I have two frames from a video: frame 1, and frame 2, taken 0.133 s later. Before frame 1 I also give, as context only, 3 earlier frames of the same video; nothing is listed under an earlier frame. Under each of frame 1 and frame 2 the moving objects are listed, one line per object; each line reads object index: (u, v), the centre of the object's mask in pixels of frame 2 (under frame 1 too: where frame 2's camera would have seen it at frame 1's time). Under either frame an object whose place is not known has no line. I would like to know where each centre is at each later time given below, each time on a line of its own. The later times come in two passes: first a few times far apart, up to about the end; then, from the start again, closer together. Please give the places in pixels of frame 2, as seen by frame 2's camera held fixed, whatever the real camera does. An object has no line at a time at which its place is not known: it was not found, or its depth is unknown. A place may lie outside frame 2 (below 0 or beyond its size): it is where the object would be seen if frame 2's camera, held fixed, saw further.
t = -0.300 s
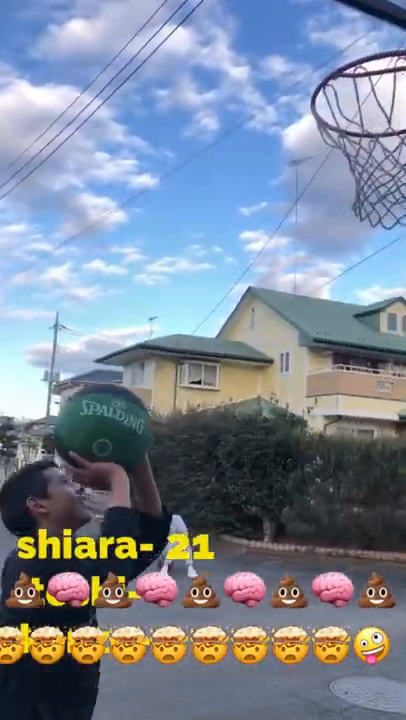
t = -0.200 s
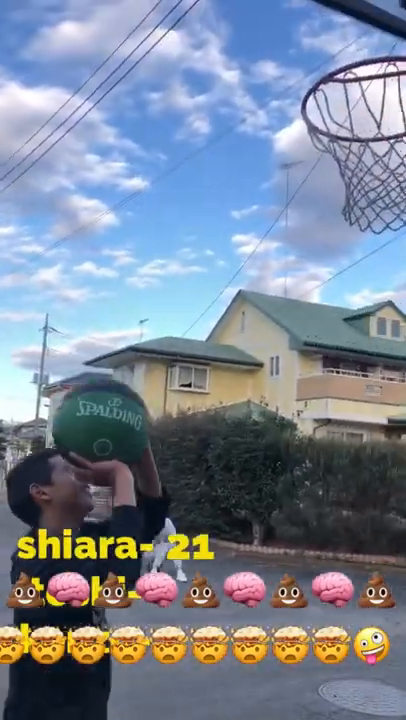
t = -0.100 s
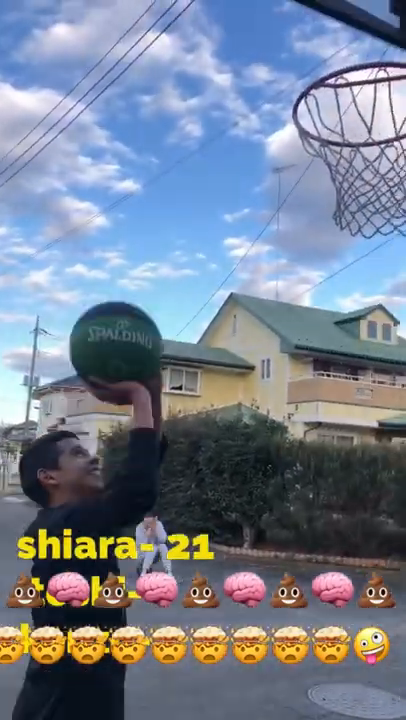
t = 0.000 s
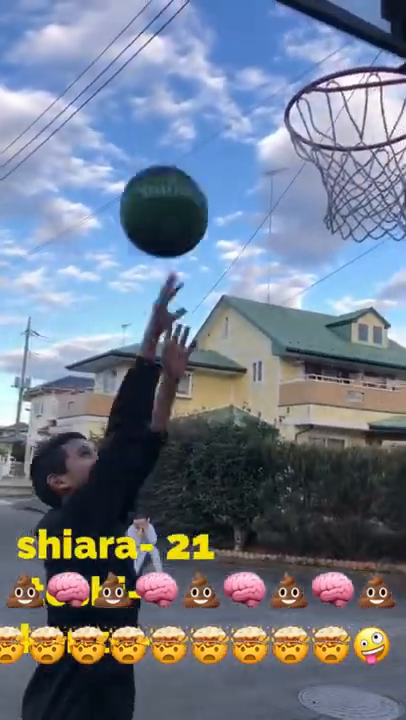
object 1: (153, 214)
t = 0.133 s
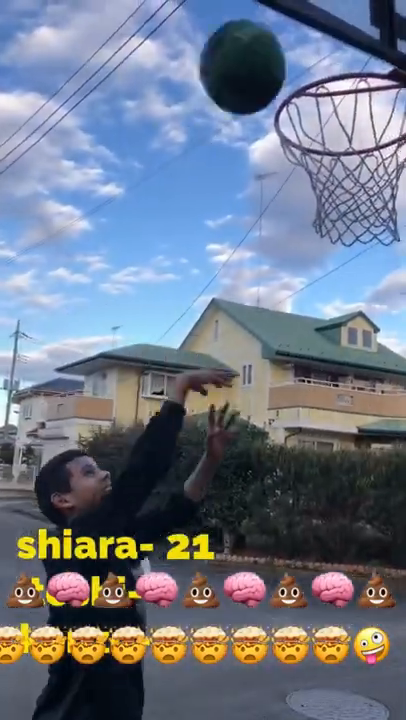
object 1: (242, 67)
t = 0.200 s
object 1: (275, 37)
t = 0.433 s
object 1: (316, 53)
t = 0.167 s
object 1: (261, 46)
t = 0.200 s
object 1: (275, 37)
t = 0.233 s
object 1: (291, 31)
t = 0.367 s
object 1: (311, 39)
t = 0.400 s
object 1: (314, 45)
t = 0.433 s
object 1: (316, 53)
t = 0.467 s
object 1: (318, 62)
